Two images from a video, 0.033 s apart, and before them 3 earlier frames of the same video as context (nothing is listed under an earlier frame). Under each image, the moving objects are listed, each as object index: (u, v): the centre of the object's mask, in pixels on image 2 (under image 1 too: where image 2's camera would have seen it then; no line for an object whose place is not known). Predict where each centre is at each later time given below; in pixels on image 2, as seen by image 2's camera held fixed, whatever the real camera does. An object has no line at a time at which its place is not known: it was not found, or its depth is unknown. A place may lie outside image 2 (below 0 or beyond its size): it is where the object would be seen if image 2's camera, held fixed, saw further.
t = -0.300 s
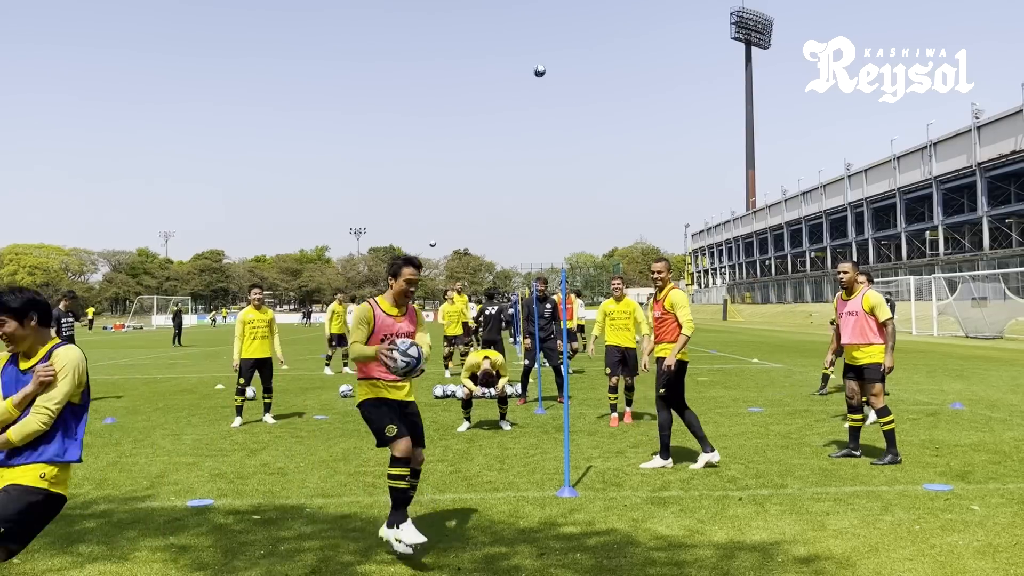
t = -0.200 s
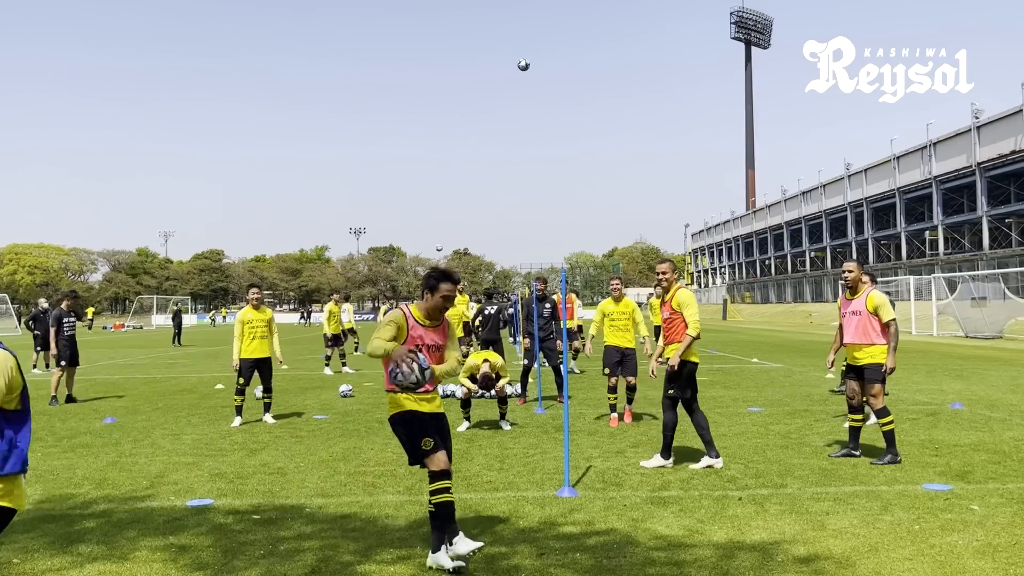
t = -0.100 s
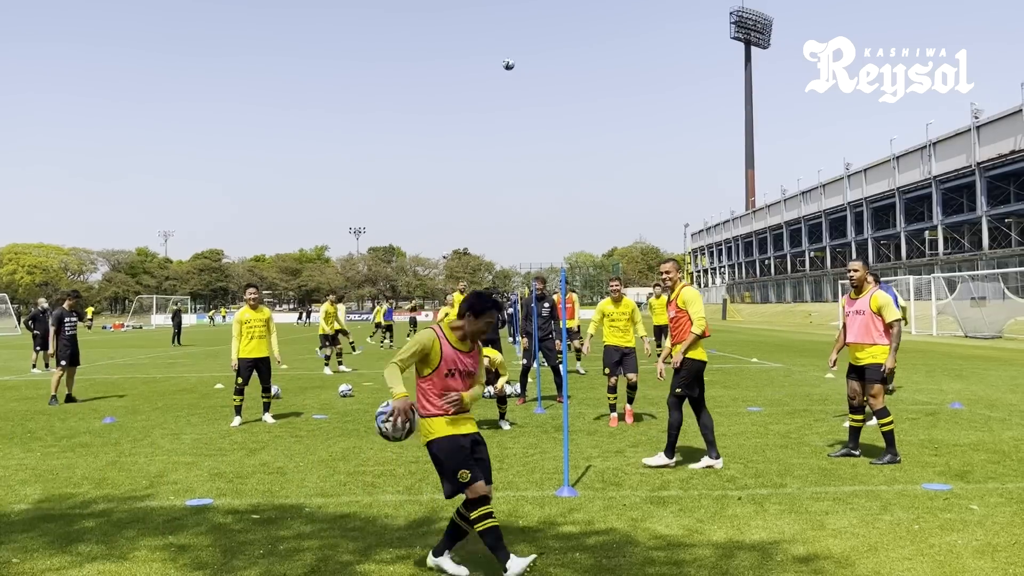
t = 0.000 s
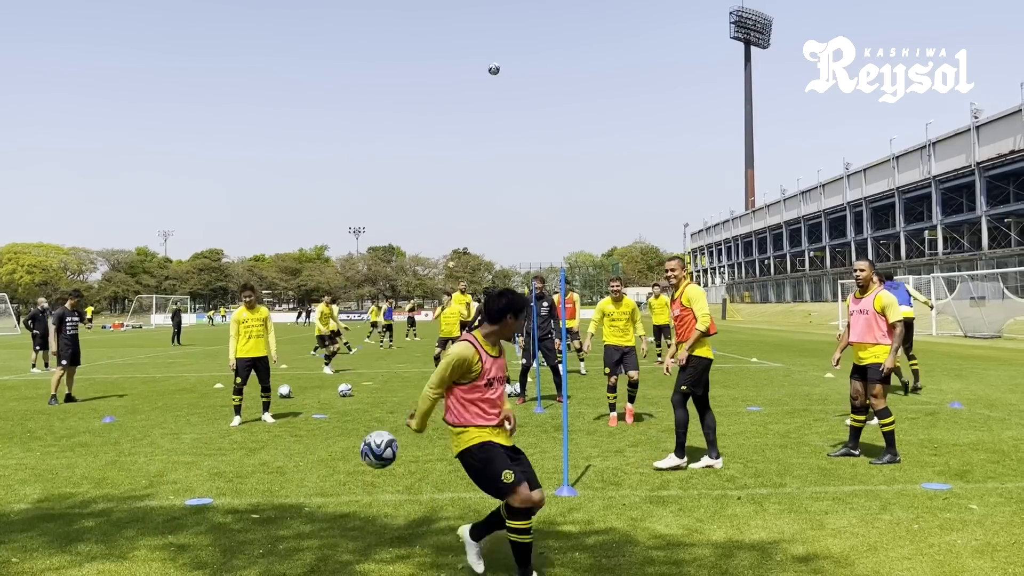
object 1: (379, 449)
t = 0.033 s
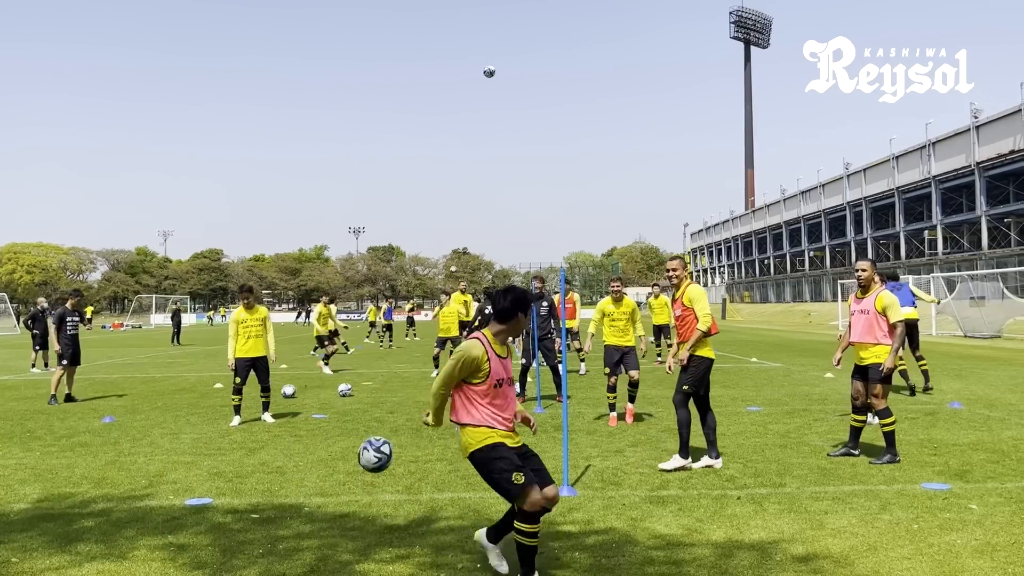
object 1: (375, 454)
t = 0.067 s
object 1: (372, 461)
